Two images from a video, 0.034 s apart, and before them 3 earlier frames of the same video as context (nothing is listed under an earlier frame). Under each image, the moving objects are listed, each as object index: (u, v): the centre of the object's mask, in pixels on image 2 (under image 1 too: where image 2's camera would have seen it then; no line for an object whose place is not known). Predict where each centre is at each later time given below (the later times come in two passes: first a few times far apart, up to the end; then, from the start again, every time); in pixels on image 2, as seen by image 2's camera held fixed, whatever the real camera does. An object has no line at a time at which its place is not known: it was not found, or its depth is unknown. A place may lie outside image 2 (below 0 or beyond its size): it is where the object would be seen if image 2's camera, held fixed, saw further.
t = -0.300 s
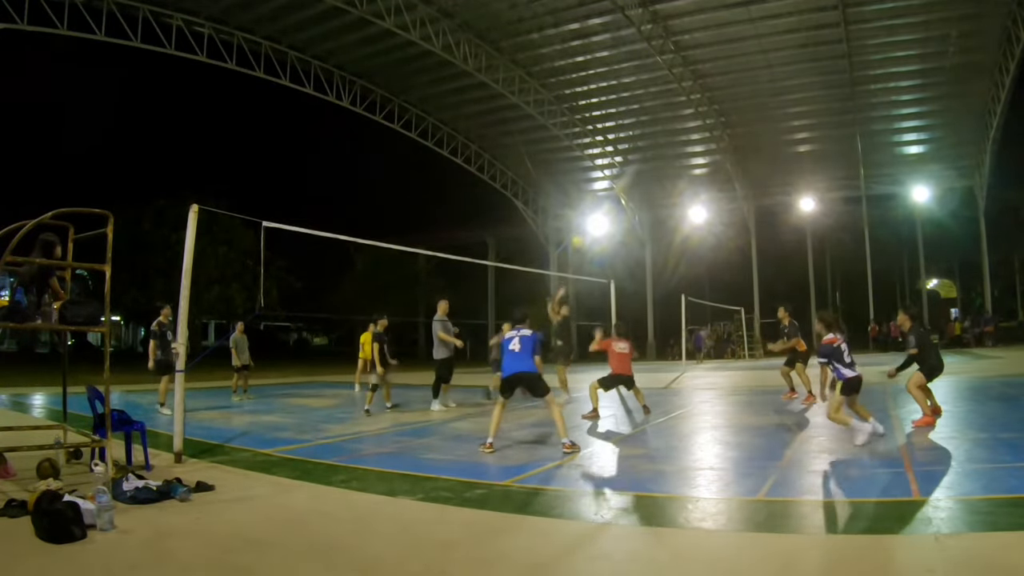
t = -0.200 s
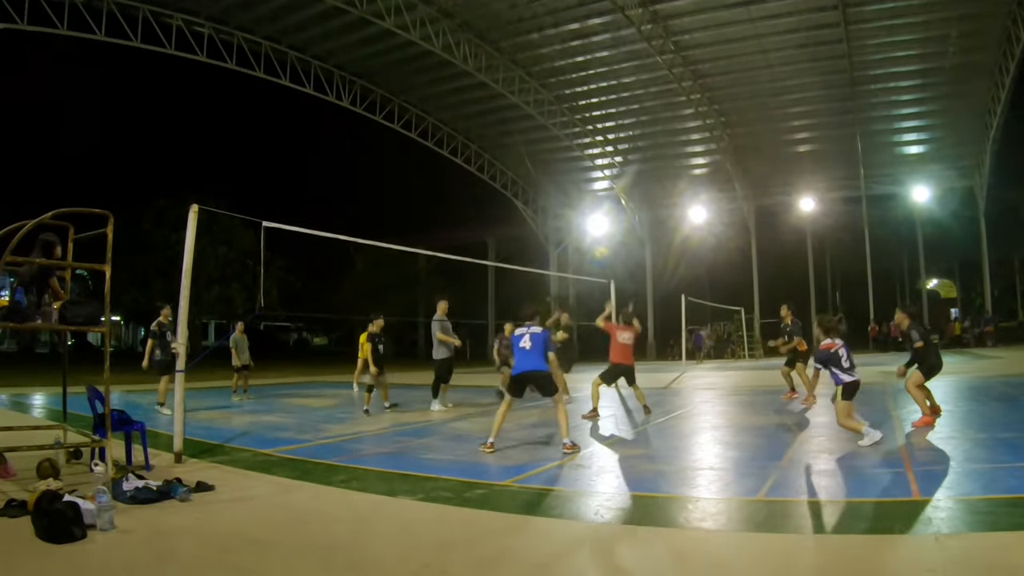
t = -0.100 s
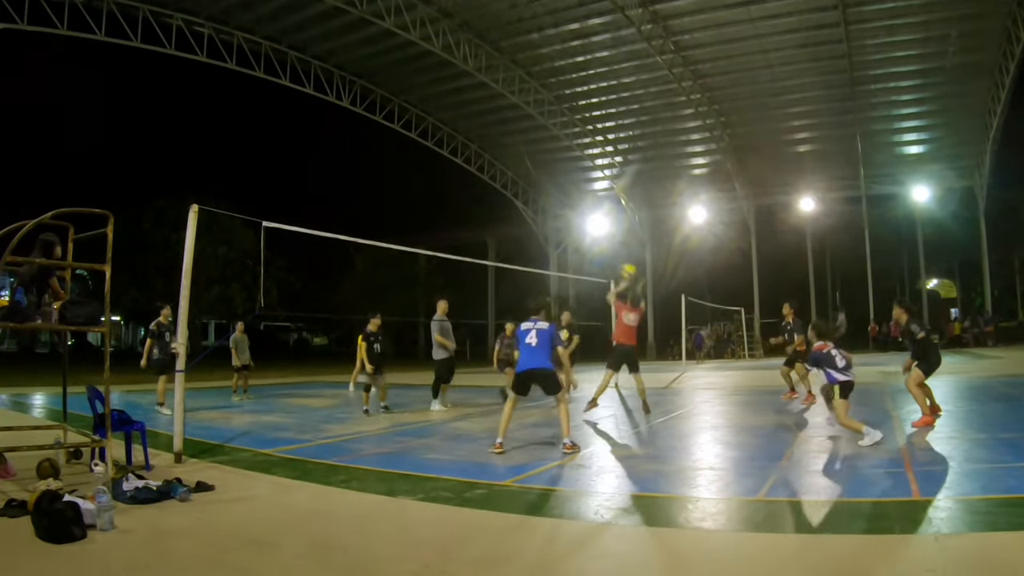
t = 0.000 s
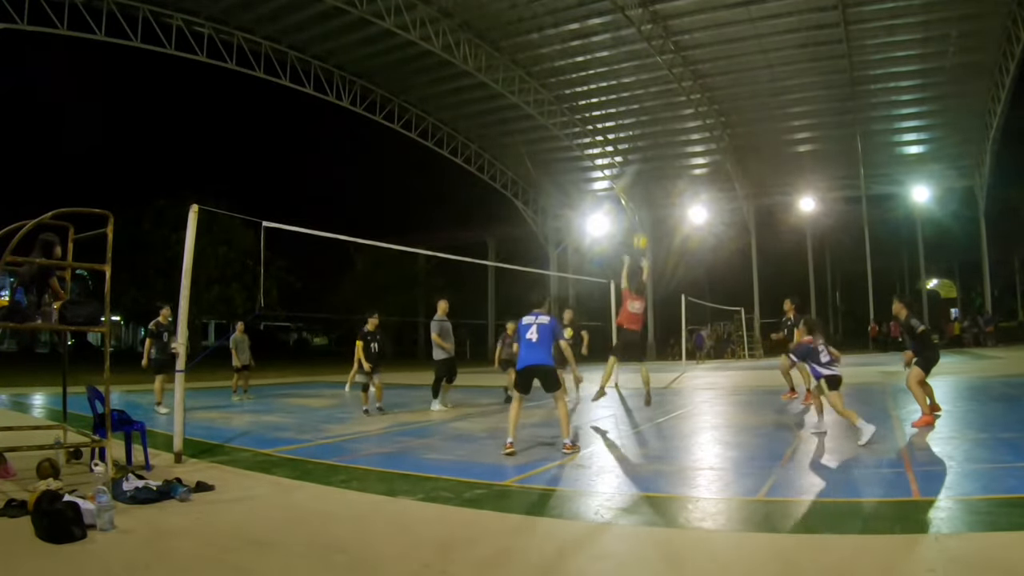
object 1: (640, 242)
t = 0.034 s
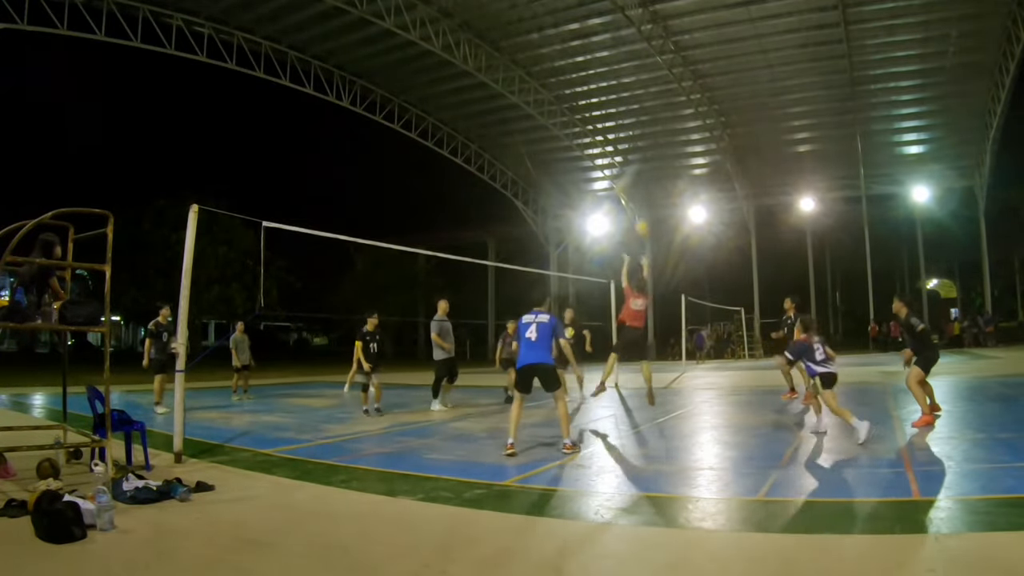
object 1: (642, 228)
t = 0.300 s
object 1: (654, 141)
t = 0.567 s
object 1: (666, 106)
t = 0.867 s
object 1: (680, 112)
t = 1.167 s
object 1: (696, 162)
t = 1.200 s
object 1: (698, 169)
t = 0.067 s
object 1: (643, 213)
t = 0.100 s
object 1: (645, 200)
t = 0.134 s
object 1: (646, 188)
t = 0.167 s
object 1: (647, 177)
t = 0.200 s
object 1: (648, 167)
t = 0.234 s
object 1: (650, 158)
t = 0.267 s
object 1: (652, 148)
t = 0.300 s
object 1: (654, 141)
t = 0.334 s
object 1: (655, 134)
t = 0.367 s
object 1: (657, 128)
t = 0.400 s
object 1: (659, 123)
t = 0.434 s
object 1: (660, 119)
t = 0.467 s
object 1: (662, 114)
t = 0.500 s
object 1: (662, 111)
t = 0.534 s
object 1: (664, 108)
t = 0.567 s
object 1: (666, 106)
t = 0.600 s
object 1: (667, 104)
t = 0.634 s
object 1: (668, 104)
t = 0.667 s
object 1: (671, 103)
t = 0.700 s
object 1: (672, 103)
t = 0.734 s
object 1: (674, 104)
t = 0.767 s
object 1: (675, 106)
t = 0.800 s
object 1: (677, 108)
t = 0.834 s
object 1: (678, 109)
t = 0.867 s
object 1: (680, 112)
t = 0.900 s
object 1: (682, 115)
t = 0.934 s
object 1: (684, 119)
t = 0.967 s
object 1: (686, 123)
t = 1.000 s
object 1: (688, 128)
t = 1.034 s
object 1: (690, 134)
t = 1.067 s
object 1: (691, 140)
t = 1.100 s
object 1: (693, 147)
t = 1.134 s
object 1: (694, 155)
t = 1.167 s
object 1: (696, 162)
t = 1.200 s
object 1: (698, 169)
